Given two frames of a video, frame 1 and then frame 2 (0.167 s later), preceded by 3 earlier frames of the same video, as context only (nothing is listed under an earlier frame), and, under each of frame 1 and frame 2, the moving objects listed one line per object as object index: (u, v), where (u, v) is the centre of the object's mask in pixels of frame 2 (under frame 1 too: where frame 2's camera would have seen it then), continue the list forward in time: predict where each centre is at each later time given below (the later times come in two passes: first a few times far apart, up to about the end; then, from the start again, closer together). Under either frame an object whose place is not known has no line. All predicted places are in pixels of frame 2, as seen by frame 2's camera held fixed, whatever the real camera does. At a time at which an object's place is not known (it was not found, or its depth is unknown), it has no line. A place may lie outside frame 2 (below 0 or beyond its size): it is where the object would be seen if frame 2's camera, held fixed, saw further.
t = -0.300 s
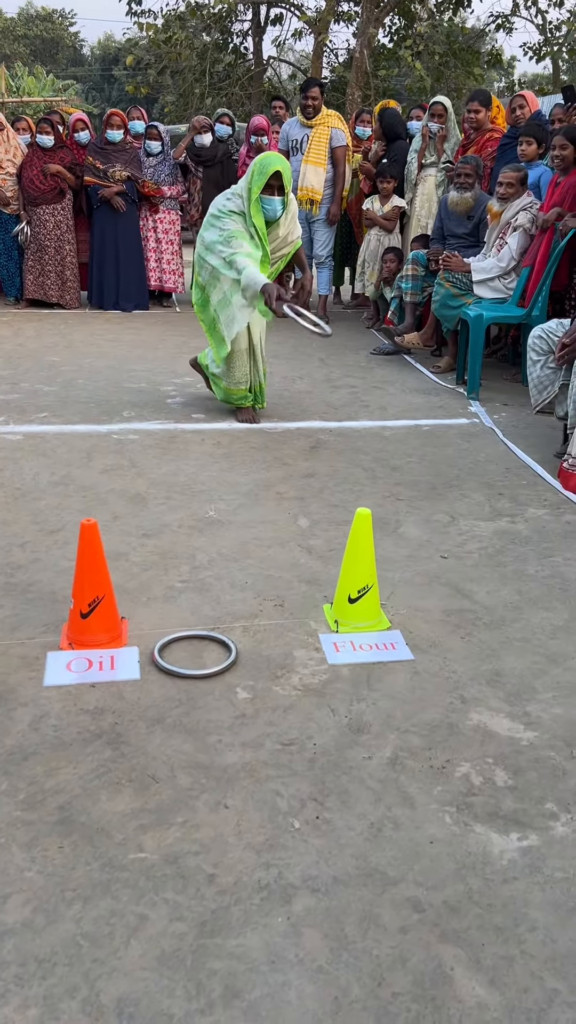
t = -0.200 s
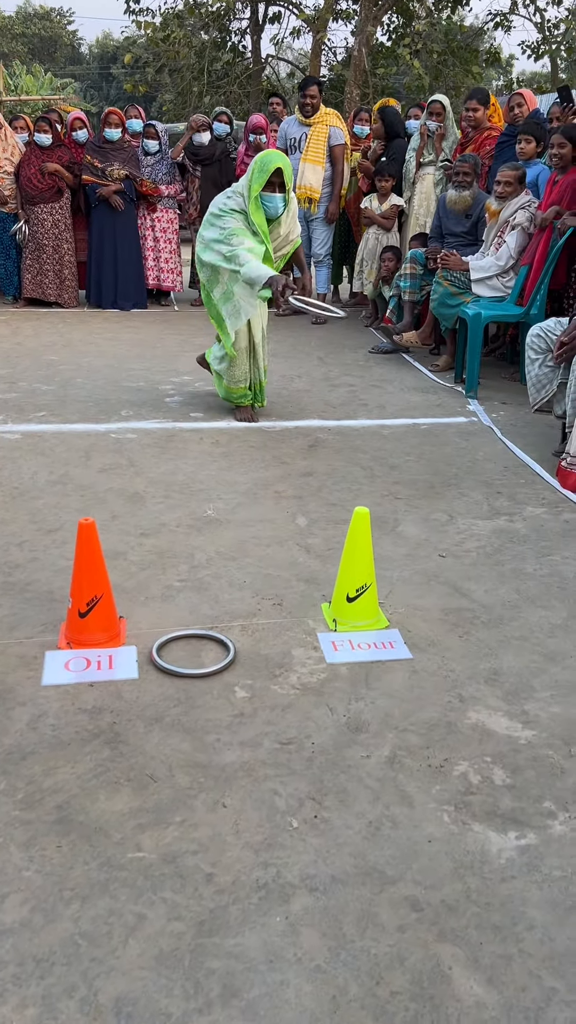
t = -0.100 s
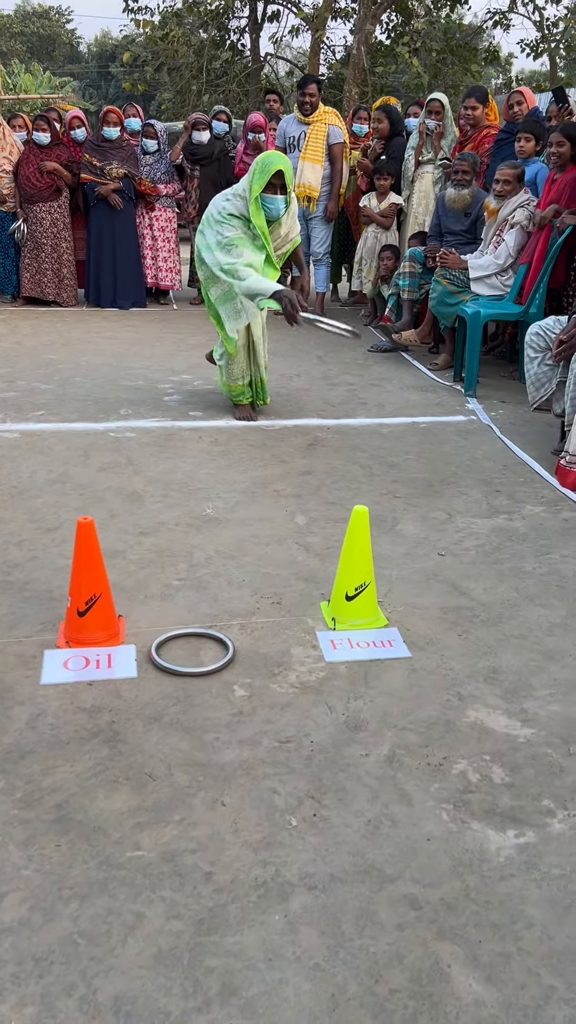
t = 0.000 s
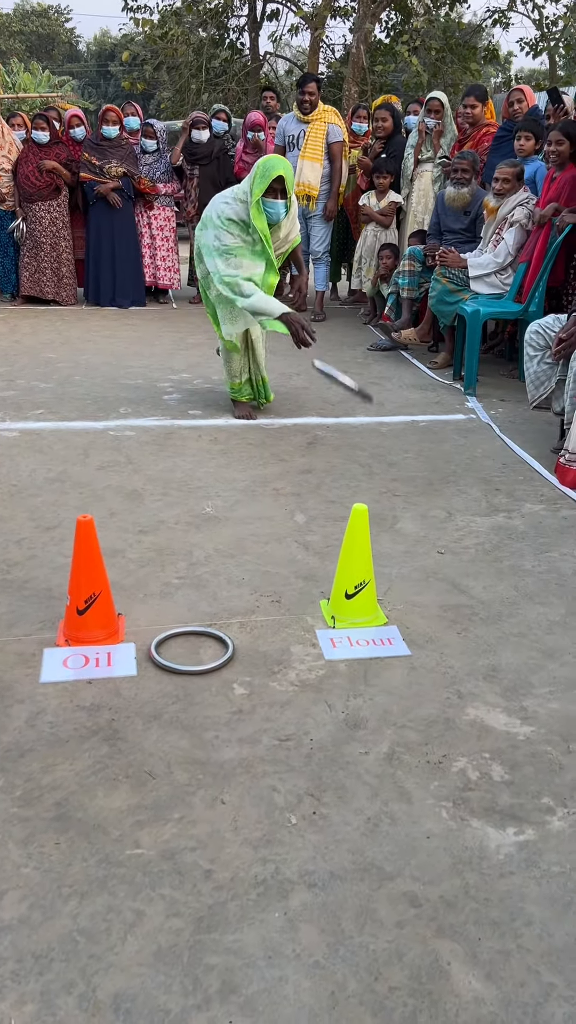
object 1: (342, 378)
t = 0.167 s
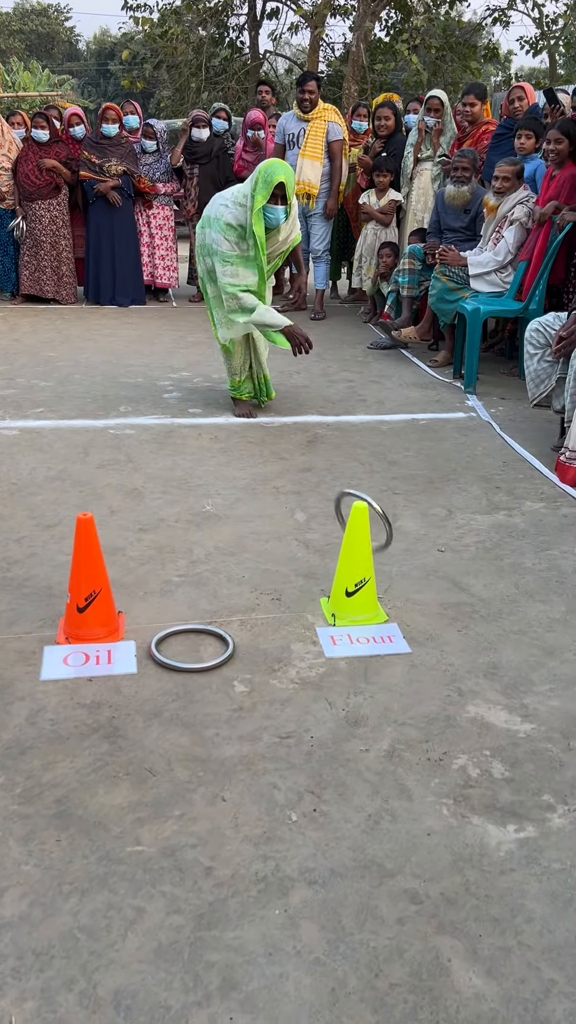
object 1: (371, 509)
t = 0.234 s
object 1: (380, 514)
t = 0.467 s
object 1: (415, 483)
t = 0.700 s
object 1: (423, 459)
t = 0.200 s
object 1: (380, 538)
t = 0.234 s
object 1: (380, 514)
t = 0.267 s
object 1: (394, 509)
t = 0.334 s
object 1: (394, 501)
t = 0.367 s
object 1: (400, 499)
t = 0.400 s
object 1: (406, 501)
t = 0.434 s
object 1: (411, 491)
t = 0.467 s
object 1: (415, 483)
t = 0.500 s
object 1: (419, 479)
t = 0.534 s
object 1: (423, 478)
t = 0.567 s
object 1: (426, 480)
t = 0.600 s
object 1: (431, 482)
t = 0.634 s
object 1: (428, 473)
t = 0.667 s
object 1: (426, 466)
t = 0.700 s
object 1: (423, 459)
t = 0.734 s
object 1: (420, 455)
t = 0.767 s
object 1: (417, 452)
